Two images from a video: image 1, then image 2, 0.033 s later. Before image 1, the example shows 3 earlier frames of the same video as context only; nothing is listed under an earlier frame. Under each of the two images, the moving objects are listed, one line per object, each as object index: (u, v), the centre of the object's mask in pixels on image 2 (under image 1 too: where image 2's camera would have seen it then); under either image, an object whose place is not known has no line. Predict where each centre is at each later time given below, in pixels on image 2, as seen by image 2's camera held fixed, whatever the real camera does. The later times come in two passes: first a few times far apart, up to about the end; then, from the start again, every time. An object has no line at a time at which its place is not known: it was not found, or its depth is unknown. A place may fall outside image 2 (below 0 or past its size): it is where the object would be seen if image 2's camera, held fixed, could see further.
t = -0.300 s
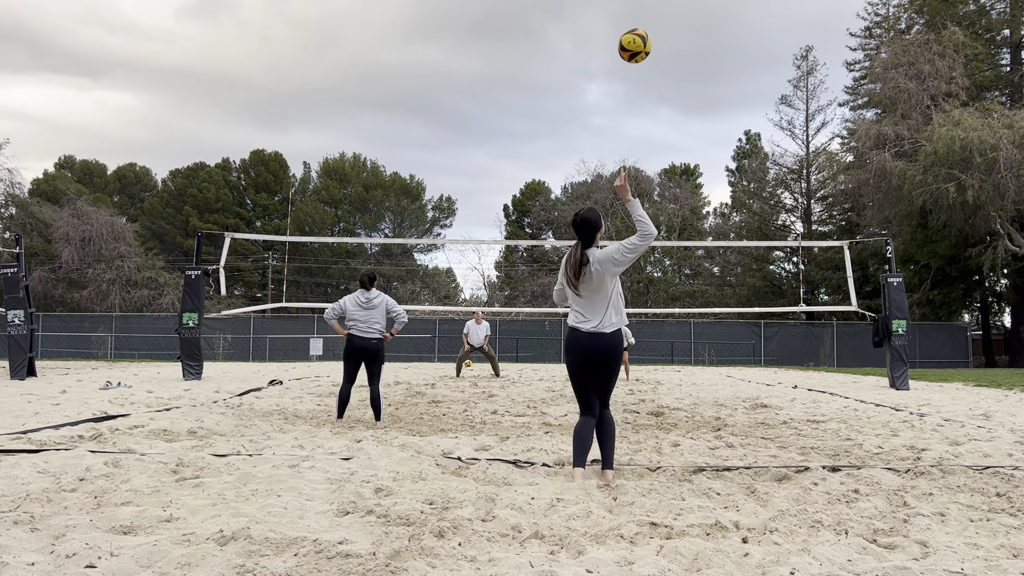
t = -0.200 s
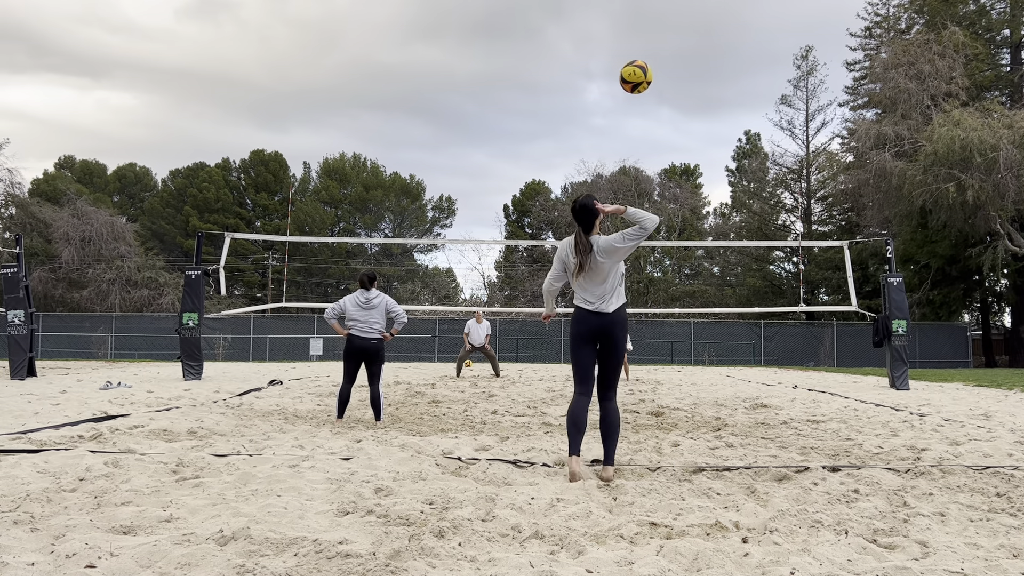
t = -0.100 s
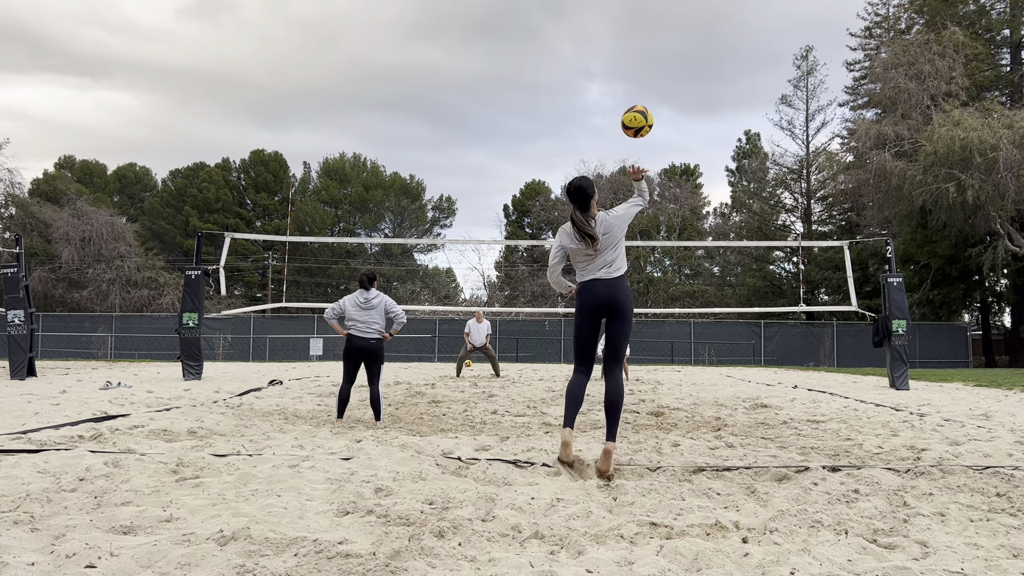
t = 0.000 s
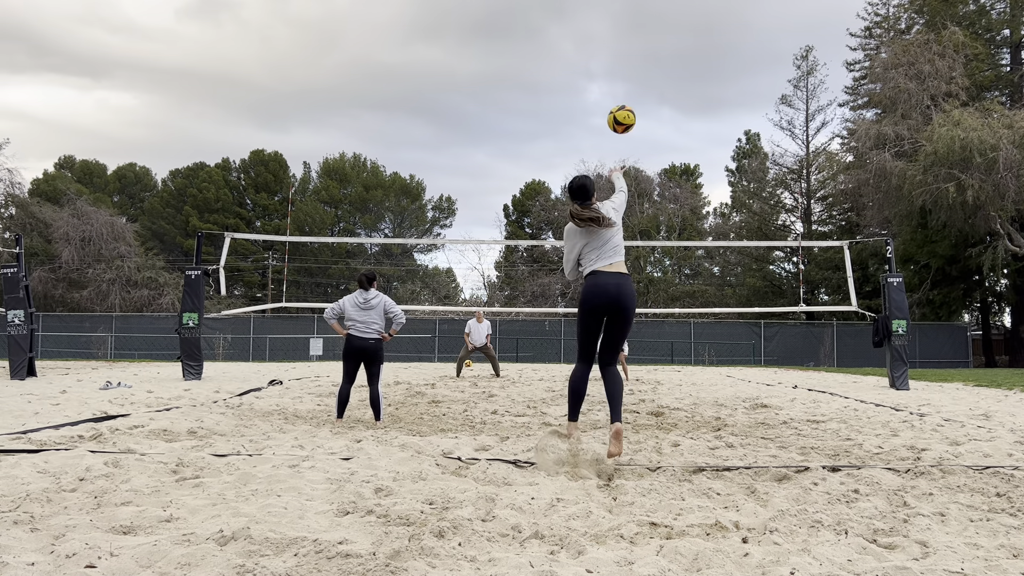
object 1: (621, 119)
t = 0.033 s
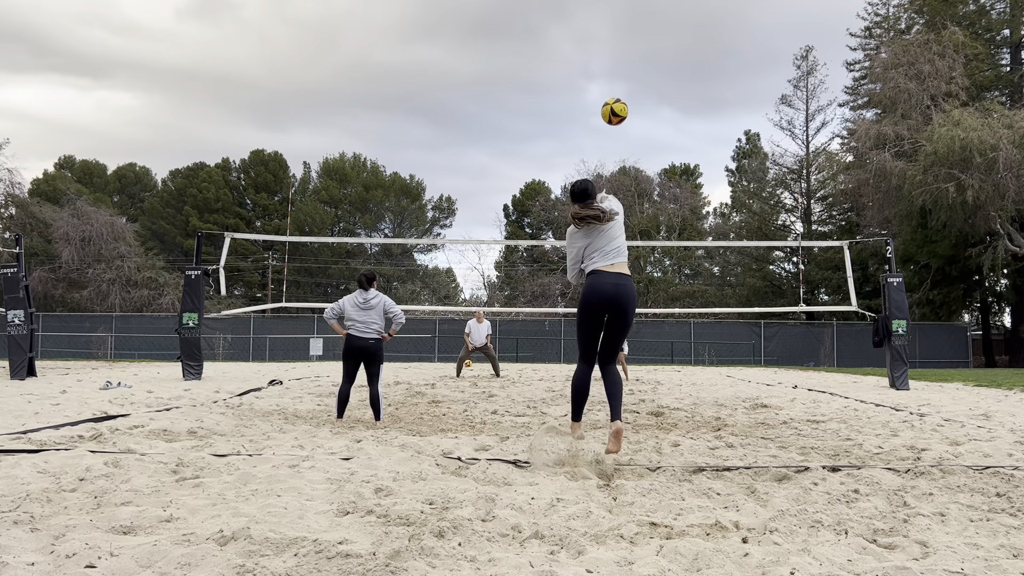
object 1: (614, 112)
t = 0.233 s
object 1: (586, 101)
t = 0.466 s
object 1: (569, 134)
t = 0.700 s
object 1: (559, 190)
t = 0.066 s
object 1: (608, 106)
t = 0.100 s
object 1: (603, 102)
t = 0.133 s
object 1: (598, 99)
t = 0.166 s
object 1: (593, 99)
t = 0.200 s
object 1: (589, 99)
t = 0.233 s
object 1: (586, 101)
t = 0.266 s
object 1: (583, 103)
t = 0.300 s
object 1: (580, 107)
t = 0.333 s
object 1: (578, 111)
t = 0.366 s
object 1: (575, 116)
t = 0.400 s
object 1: (573, 121)
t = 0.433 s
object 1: (571, 127)
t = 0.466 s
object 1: (569, 134)
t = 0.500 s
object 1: (567, 140)
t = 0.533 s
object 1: (565, 148)
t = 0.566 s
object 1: (564, 155)
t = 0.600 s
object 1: (562, 163)
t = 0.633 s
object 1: (561, 172)
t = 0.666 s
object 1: (560, 181)
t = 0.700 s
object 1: (559, 190)
